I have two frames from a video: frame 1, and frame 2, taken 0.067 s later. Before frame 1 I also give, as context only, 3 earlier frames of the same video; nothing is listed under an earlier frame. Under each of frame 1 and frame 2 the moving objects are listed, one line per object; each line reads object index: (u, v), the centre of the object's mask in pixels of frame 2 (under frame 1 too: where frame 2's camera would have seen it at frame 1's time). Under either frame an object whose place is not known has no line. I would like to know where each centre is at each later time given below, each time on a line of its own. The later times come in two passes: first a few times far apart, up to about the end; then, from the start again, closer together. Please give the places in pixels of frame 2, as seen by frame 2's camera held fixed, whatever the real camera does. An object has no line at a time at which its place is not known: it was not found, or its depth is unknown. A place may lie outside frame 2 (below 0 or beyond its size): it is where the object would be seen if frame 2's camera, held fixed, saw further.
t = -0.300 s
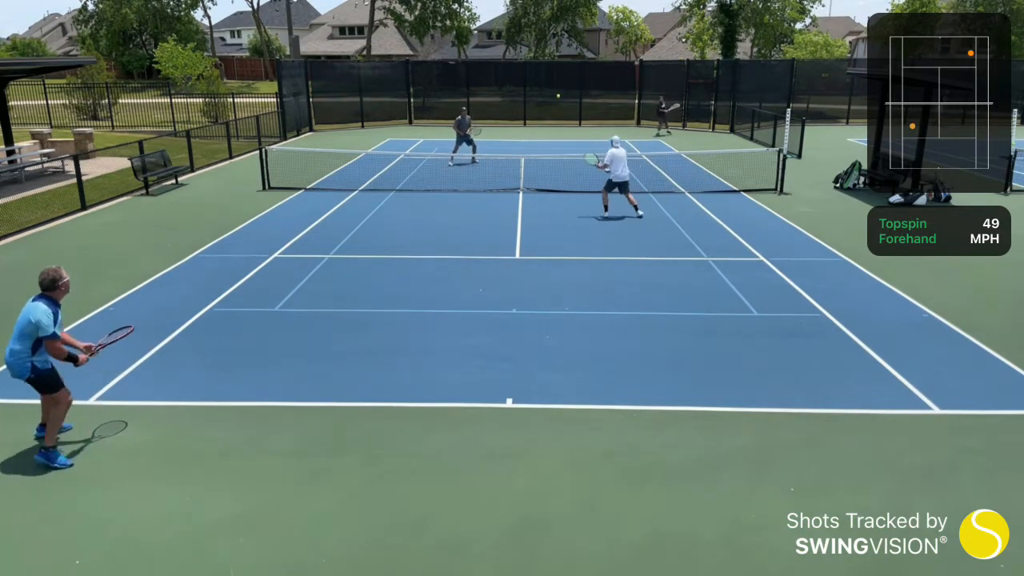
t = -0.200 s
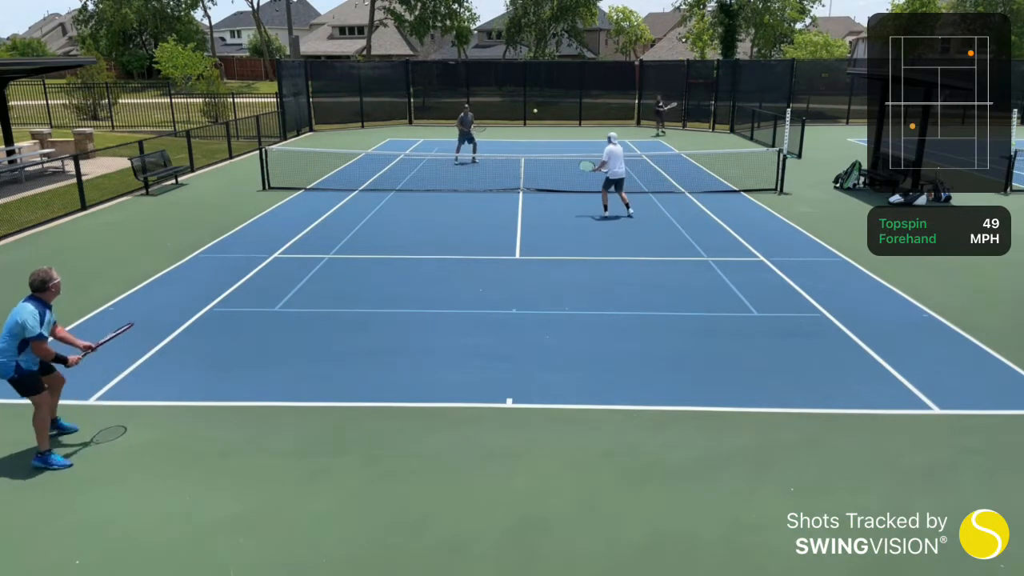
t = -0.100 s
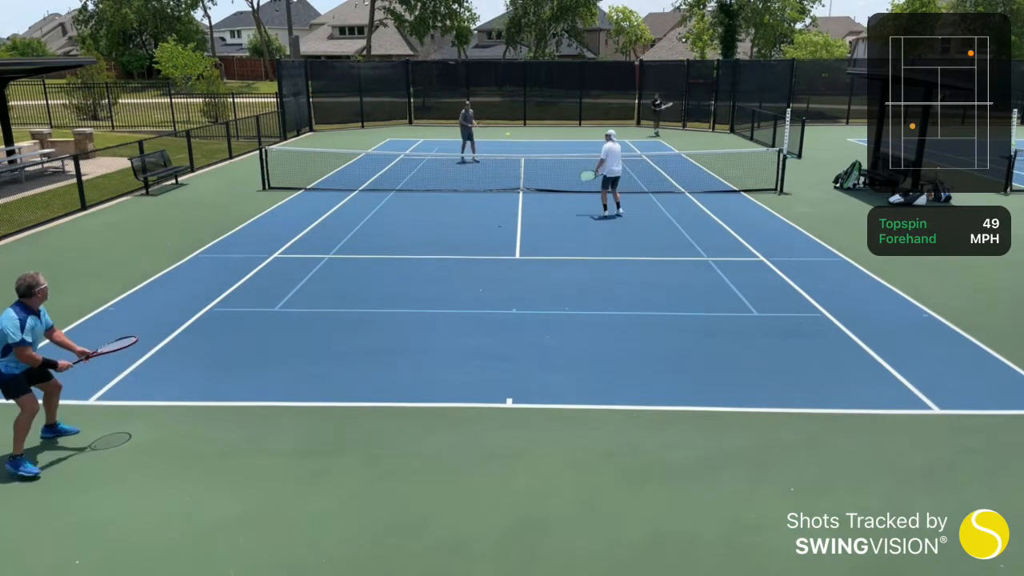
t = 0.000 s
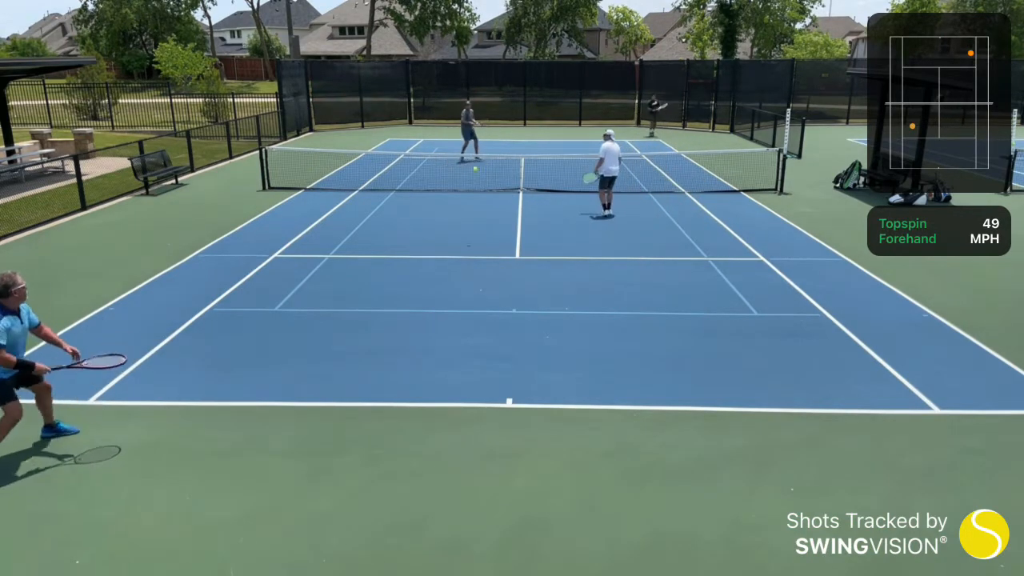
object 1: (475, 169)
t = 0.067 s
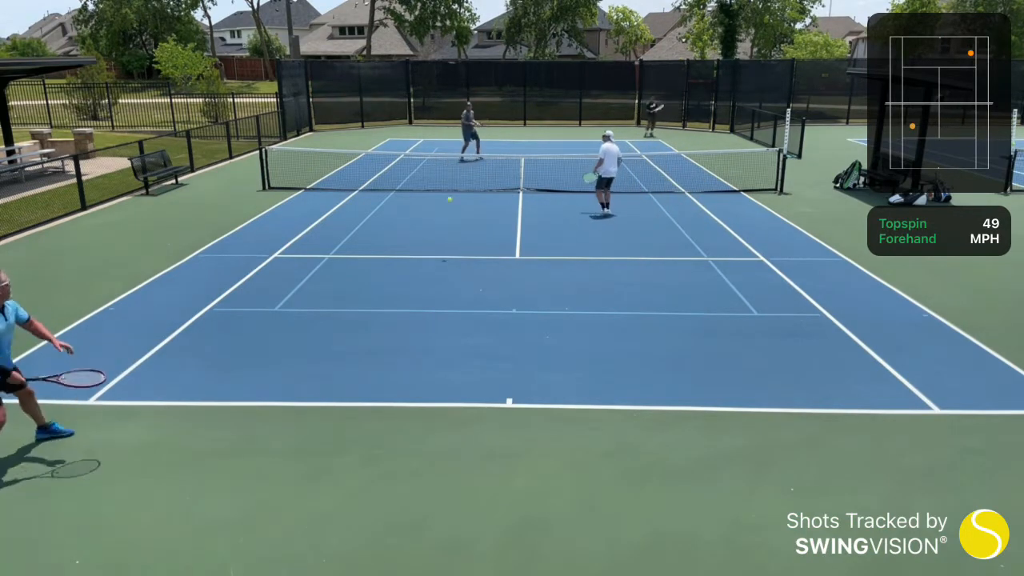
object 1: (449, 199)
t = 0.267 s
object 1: (356, 298)
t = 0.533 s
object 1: (197, 295)
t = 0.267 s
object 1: (356, 298)
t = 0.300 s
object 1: (342, 294)
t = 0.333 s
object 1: (325, 292)
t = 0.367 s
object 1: (307, 289)
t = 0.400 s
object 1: (289, 288)
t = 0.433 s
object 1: (268, 288)
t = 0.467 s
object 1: (246, 288)
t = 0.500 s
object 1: (222, 291)
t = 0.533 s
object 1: (197, 295)
